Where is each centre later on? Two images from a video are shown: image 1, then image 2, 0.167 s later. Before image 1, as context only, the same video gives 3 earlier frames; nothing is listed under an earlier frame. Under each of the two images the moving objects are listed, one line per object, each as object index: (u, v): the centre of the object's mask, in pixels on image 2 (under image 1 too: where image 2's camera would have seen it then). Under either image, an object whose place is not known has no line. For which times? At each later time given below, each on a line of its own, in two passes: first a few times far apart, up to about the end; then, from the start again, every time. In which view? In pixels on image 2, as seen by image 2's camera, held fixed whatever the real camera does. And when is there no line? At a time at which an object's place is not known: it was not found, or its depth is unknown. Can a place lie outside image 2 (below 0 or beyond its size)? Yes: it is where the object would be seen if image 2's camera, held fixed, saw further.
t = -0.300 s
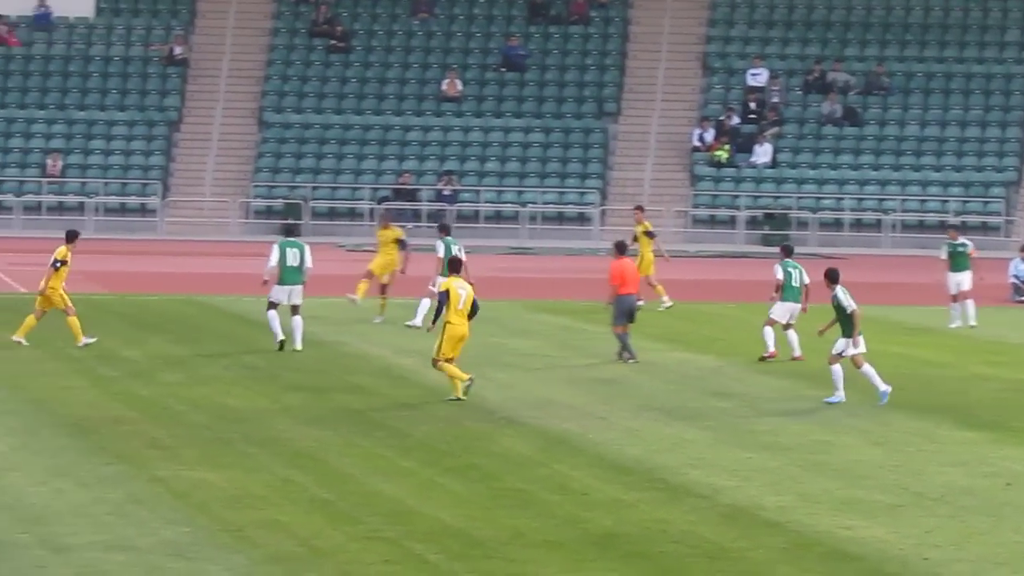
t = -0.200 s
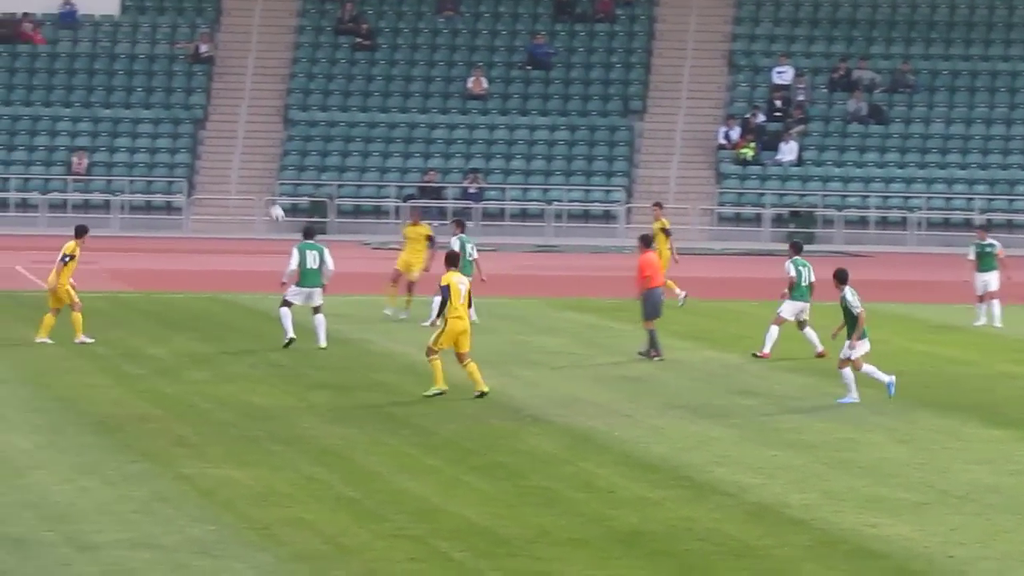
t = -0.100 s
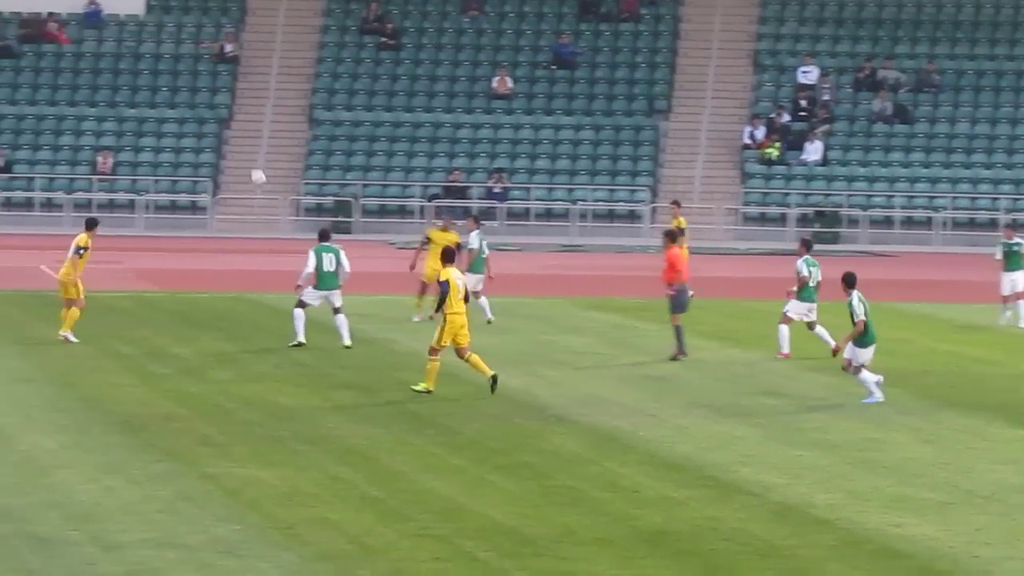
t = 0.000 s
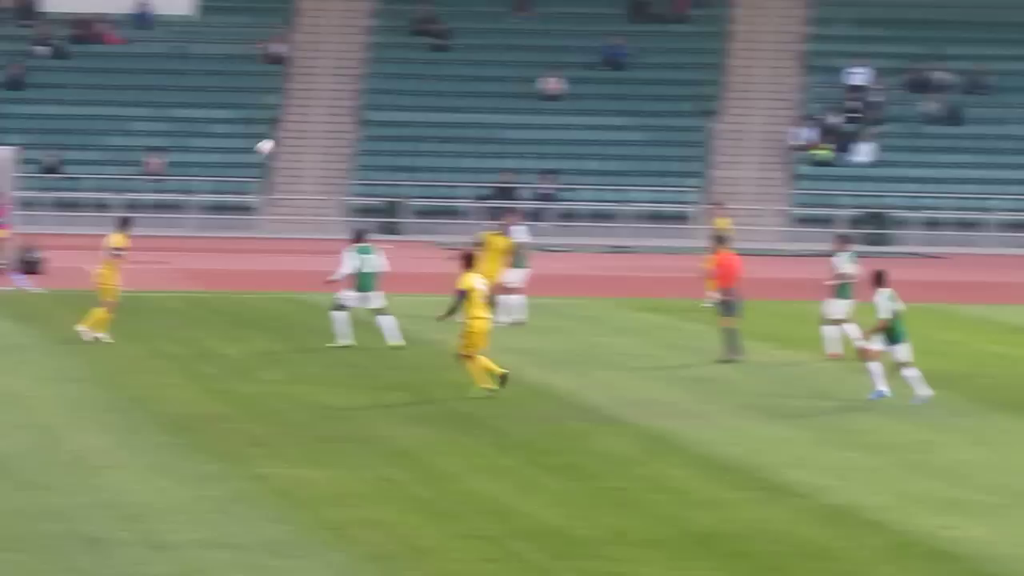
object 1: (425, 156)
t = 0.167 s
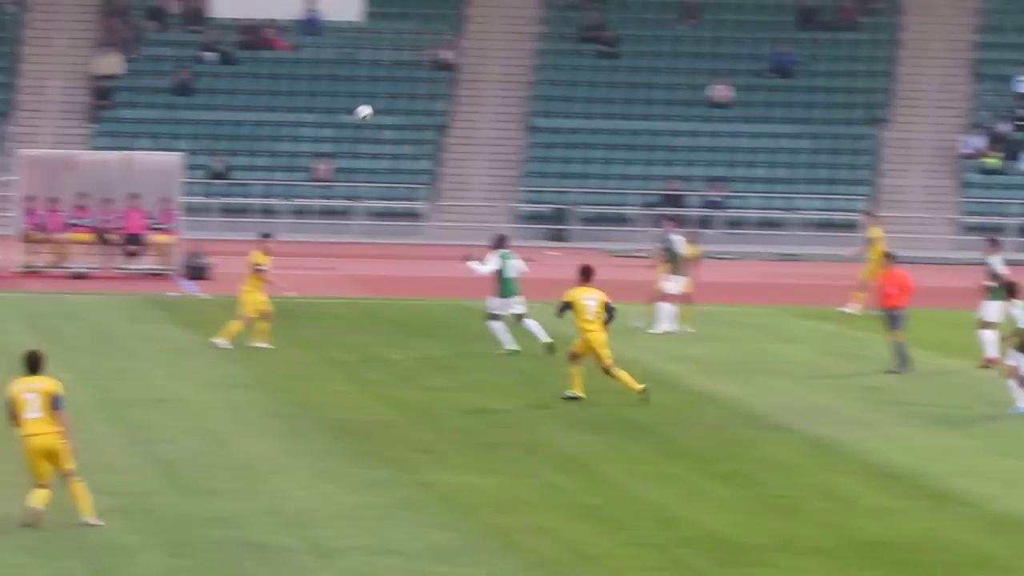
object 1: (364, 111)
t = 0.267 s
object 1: (326, 91)
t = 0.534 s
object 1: (225, 68)
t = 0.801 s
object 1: (118, 84)
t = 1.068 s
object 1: (4, 143)
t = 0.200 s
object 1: (351, 104)
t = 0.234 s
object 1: (339, 98)
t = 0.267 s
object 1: (326, 91)
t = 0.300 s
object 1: (314, 87)
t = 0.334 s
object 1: (302, 83)
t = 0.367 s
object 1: (289, 79)
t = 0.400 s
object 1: (277, 75)
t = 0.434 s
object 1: (263, 73)
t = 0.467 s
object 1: (251, 71)
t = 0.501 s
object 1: (238, 69)
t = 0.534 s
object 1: (225, 68)
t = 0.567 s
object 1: (212, 68)
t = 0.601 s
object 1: (199, 68)
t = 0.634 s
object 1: (186, 70)
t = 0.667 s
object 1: (172, 71)
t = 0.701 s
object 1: (159, 73)
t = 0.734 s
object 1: (146, 76)
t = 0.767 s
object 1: (132, 79)
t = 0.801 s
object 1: (118, 84)
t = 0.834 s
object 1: (104, 89)
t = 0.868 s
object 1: (90, 95)
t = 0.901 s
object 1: (76, 101)
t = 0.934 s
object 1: (61, 108)
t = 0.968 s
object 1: (48, 115)
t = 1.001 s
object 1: (33, 125)
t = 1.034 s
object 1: (18, 133)
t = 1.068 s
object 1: (4, 143)
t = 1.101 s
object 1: (-11, 155)
